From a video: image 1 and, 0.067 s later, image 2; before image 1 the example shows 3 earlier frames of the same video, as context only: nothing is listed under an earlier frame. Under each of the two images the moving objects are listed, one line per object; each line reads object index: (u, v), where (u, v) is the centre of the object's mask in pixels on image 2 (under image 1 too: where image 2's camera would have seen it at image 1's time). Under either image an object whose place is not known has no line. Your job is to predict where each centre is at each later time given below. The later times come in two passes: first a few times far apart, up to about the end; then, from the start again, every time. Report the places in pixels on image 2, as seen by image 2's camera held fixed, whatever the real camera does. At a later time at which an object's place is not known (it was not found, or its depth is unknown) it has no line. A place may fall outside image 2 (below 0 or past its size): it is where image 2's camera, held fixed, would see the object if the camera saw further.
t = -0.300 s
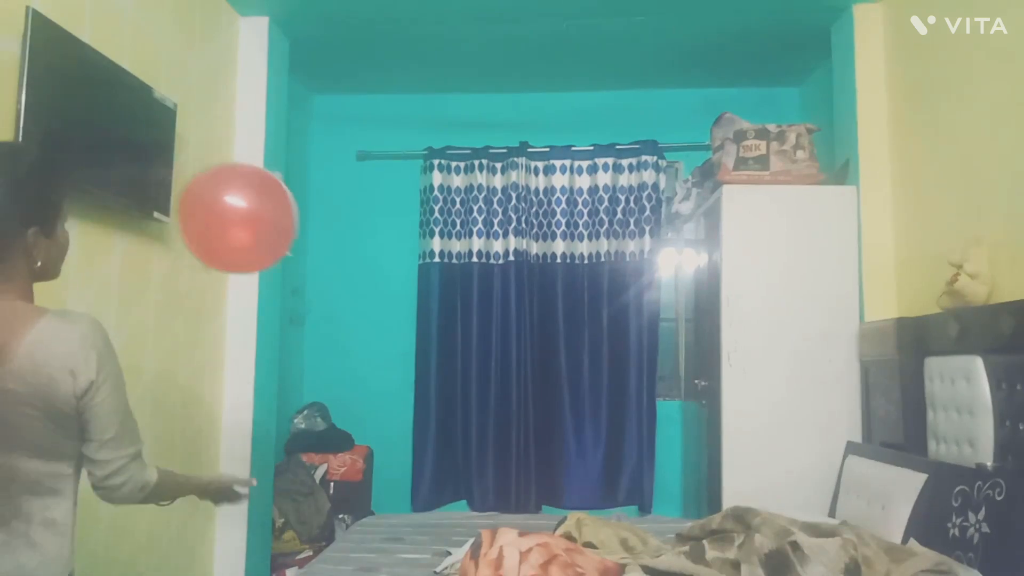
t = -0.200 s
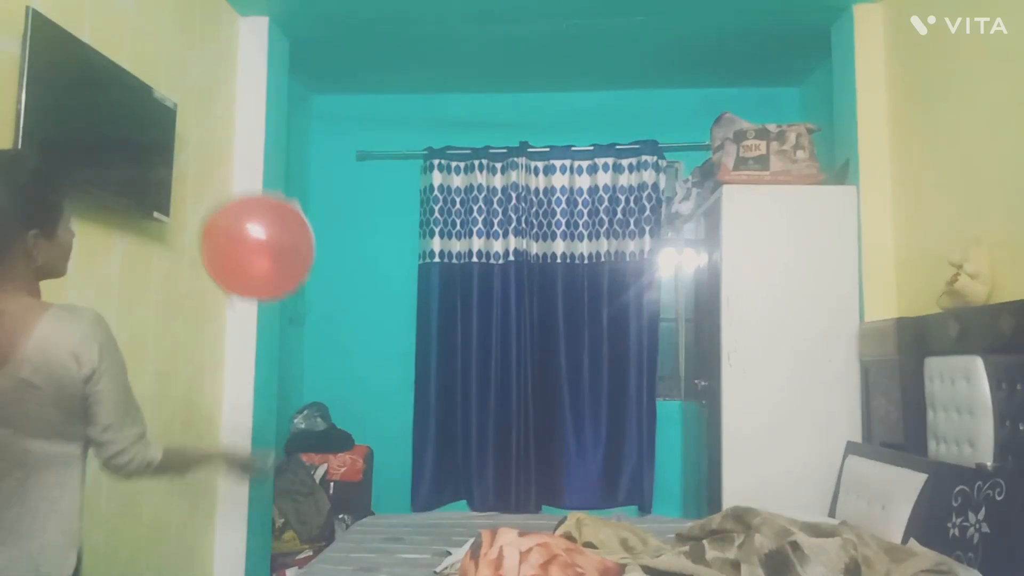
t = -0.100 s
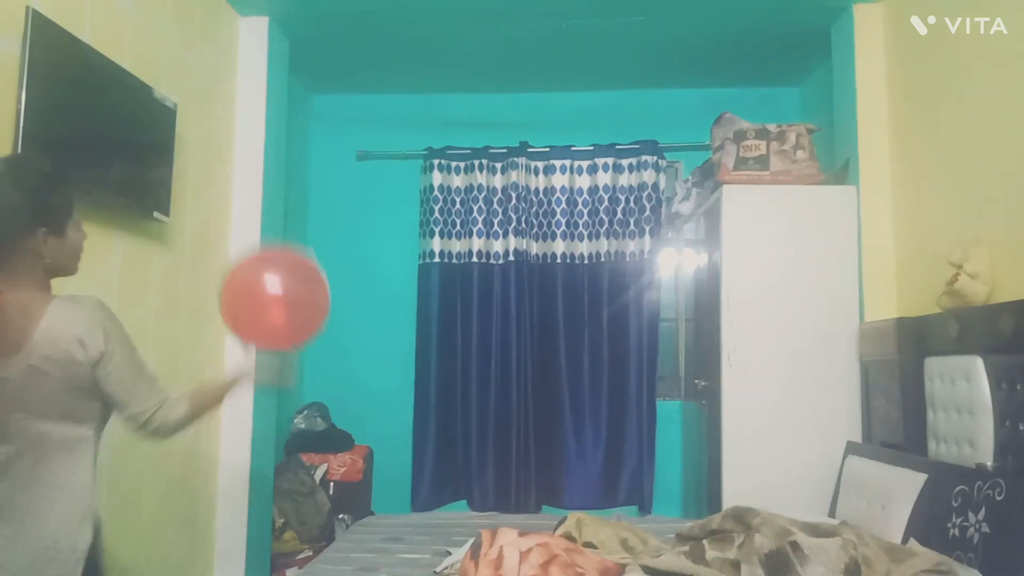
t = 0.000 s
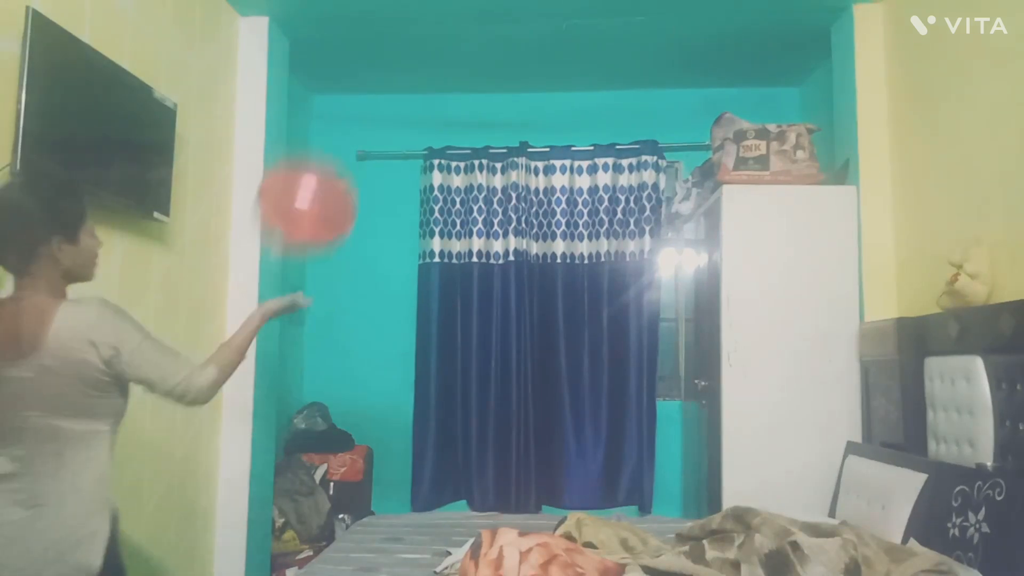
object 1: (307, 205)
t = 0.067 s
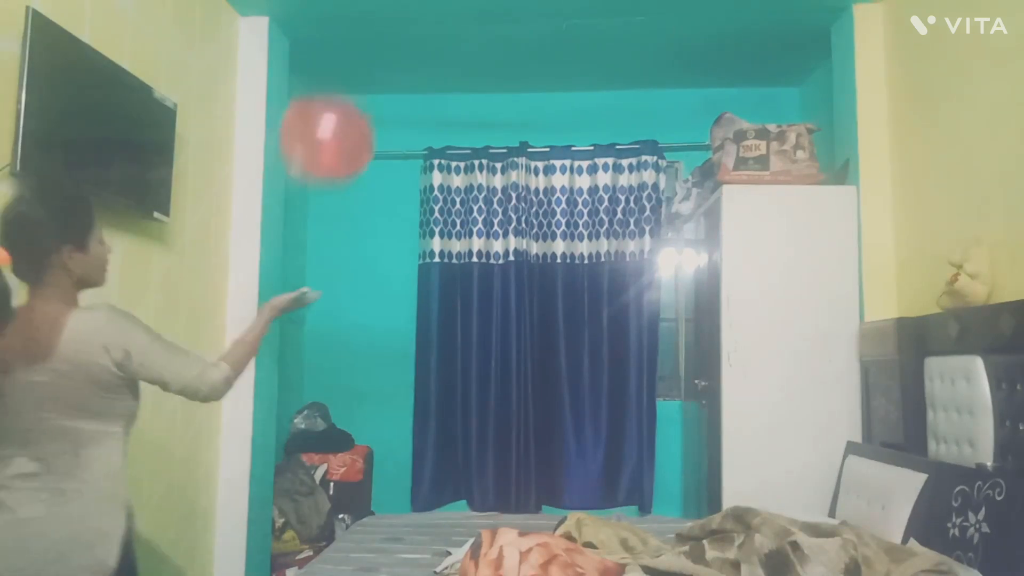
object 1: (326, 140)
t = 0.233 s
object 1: (355, 47)
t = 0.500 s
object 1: (371, 45)
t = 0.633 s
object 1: (376, 88)
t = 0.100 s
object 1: (334, 113)
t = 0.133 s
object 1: (341, 90)
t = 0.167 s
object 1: (347, 72)
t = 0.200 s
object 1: (352, 58)
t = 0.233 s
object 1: (355, 47)
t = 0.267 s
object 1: (359, 39)
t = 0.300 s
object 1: (361, 35)
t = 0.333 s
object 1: (364, 33)
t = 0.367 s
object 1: (365, 32)
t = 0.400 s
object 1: (367, 33)
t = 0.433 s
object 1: (368, 35)
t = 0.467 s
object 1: (370, 38)
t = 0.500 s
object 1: (371, 45)
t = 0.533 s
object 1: (373, 53)
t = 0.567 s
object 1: (374, 63)
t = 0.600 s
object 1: (375, 74)
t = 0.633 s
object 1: (376, 88)
